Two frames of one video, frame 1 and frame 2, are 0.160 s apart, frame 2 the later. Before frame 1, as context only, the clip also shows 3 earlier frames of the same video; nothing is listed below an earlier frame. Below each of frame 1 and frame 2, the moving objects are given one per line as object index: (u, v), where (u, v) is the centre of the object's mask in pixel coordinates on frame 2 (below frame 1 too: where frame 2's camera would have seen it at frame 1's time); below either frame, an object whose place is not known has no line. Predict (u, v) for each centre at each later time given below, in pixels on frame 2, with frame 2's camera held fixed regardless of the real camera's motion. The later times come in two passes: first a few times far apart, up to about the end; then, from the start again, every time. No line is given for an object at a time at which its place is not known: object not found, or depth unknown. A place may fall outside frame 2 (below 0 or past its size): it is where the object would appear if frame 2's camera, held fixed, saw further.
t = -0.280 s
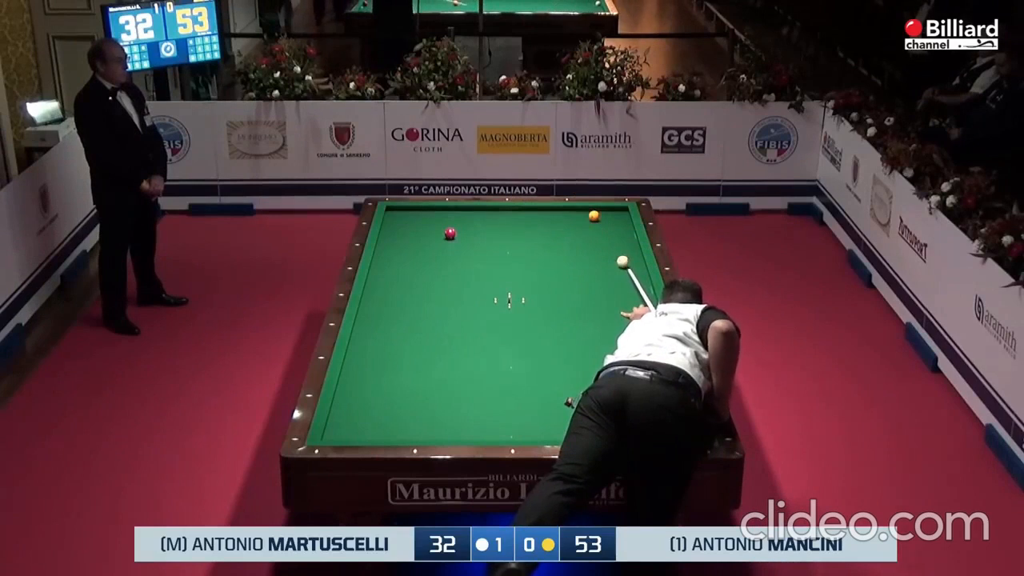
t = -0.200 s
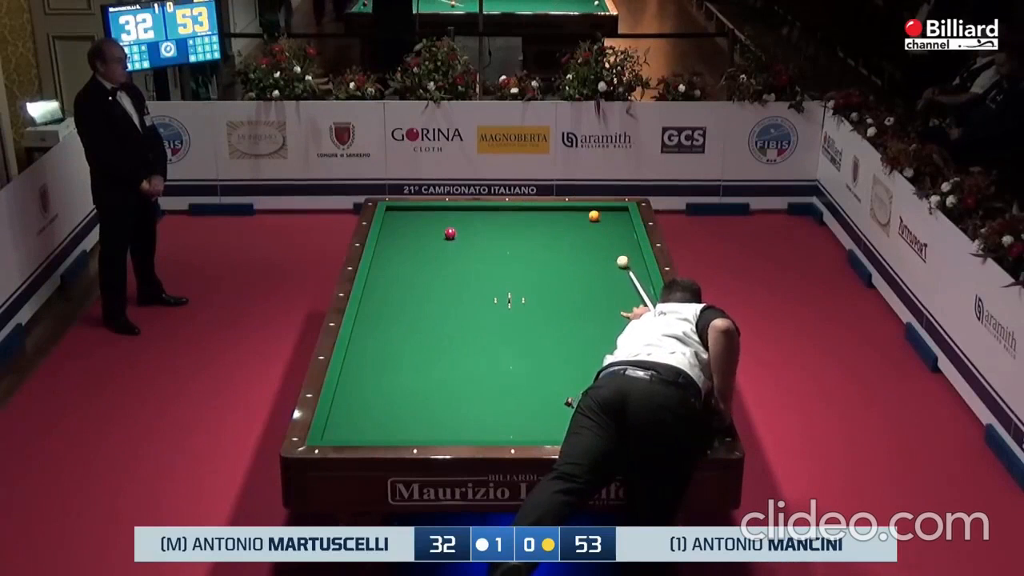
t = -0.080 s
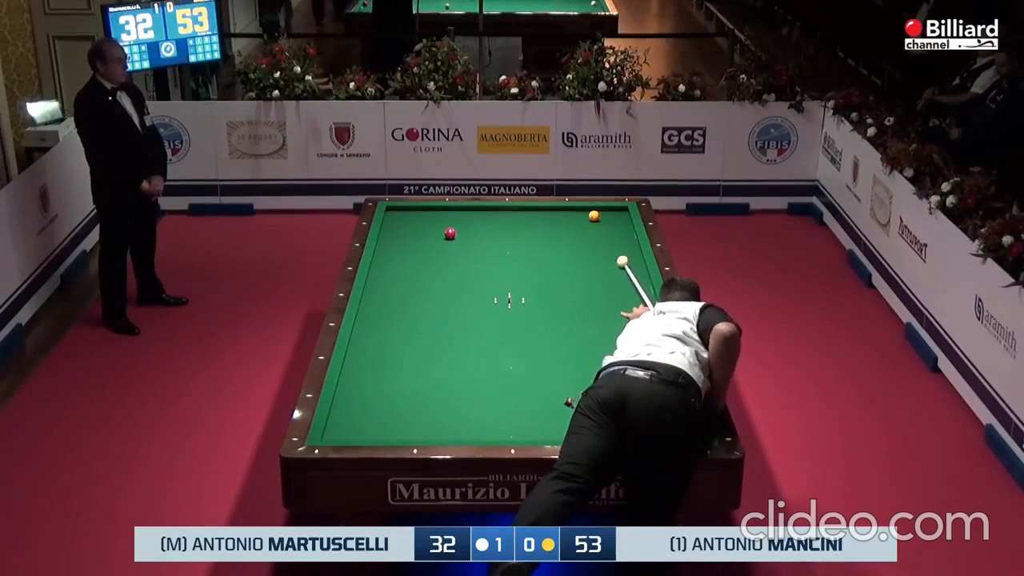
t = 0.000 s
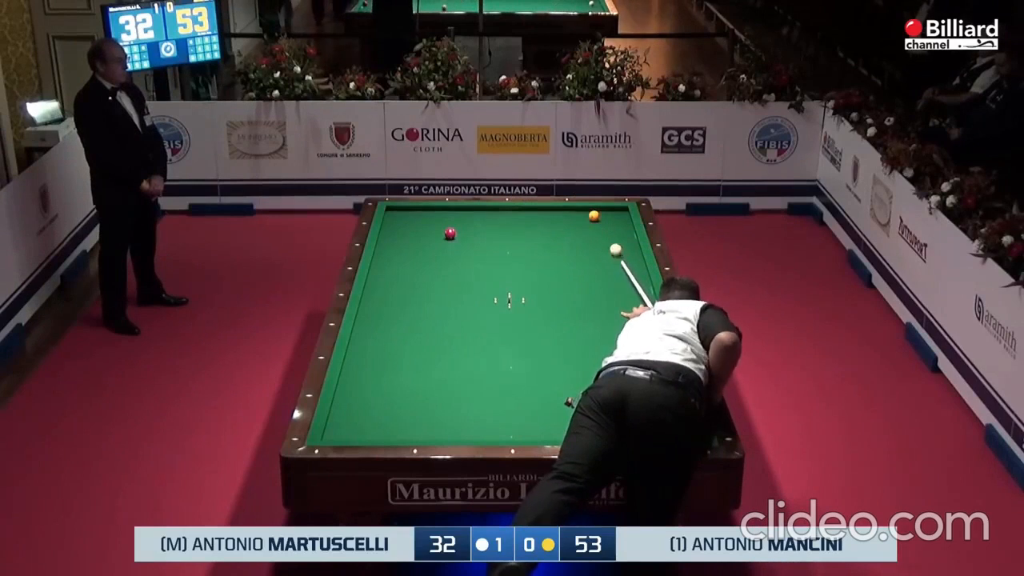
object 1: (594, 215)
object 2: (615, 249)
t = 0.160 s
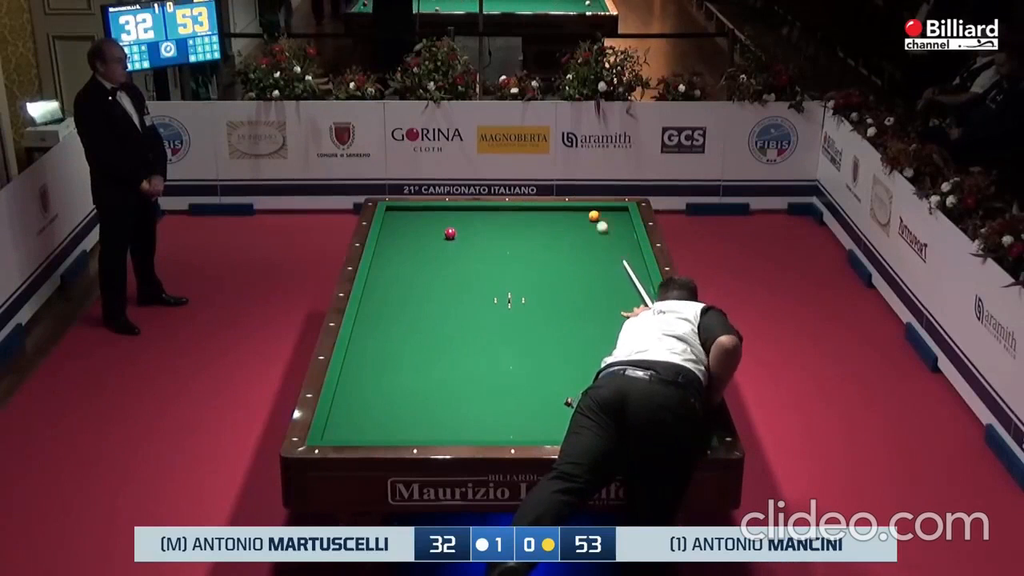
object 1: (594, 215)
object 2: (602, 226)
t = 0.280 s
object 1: (587, 210)
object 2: (600, 218)
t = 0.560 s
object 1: (573, 224)
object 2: (612, 217)
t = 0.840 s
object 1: (562, 242)
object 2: (623, 216)
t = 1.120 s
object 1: (550, 261)
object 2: (620, 216)
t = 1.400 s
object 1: (537, 281)
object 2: (615, 216)
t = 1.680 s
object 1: (522, 303)
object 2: (611, 216)
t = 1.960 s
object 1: (507, 327)
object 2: (607, 216)
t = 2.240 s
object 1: (491, 352)
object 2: (604, 215)
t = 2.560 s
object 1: (471, 384)
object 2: (601, 216)
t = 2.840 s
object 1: (451, 413)
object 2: (598, 216)
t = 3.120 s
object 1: (434, 432)
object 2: (597, 216)
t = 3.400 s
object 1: (431, 415)
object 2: (595, 216)
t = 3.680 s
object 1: (428, 399)
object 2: (595, 215)
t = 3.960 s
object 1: (426, 383)
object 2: (595, 215)
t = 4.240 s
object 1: (423, 369)
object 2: (595, 215)
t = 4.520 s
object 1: (421, 357)
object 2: (595, 216)
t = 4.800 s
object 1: (419, 345)
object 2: (595, 216)
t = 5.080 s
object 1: (417, 333)
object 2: (595, 216)
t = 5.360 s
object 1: (416, 323)
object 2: (595, 216)
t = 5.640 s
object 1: (414, 313)
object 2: (595, 216)
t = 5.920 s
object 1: (413, 305)
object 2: (595, 215)
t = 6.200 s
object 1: (412, 296)
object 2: (595, 216)
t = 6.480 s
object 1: (411, 288)
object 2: (595, 216)
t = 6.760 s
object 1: (409, 281)
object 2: (595, 216)
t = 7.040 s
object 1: (408, 274)
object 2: (595, 216)
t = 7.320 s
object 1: (407, 268)
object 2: (595, 216)
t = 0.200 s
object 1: (593, 214)
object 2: (599, 222)
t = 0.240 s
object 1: (591, 213)
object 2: (598, 219)
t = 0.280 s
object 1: (587, 210)
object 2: (600, 218)
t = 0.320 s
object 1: (583, 208)
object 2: (602, 218)
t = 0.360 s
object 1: (582, 211)
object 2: (604, 218)
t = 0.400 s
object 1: (580, 214)
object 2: (605, 218)
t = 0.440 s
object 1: (578, 217)
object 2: (607, 218)
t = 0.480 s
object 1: (576, 220)
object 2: (609, 217)
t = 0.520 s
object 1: (575, 222)
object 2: (610, 217)
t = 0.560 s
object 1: (573, 224)
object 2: (612, 217)
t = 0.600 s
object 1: (572, 227)
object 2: (614, 217)
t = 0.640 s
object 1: (570, 229)
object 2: (615, 217)
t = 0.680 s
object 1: (569, 232)
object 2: (617, 216)
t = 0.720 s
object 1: (567, 234)
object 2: (619, 216)
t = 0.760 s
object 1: (565, 237)
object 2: (620, 216)
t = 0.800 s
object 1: (564, 239)
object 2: (622, 216)
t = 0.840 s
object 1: (562, 242)
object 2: (623, 216)
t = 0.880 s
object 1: (560, 244)
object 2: (625, 216)
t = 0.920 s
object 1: (559, 247)
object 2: (624, 216)
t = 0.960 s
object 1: (557, 250)
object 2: (623, 216)
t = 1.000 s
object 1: (555, 253)
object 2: (623, 216)
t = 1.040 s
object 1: (554, 255)
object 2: (622, 216)
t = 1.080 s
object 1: (551, 258)
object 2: (621, 216)
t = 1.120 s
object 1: (550, 261)
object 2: (620, 216)
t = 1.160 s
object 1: (548, 264)
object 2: (620, 216)
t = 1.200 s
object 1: (546, 267)
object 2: (619, 216)
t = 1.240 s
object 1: (544, 269)
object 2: (618, 215)
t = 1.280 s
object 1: (542, 273)
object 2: (617, 216)
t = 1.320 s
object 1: (541, 275)
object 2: (617, 215)
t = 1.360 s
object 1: (539, 278)
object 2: (616, 216)
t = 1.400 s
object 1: (537, 281)
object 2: (615, 216)
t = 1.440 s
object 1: (535, 284)
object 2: (615, 216)
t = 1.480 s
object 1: (533, 287)
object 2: (614, 216)
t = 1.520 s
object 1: (531, 290)
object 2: (613, 216)
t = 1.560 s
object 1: (529, 293)
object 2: (613, 216)
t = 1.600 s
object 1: (527, 297)
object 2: (612, 216)
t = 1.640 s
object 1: (525, 300)
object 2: (612, 216)
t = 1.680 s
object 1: (522, 303)
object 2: (611, 216)
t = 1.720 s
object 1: (521, 306)
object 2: (610, 216)
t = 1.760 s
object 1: (518, 310)
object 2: (610, 215)
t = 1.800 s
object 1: (516, 313)
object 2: (609, 216)
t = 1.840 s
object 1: (514, 316)
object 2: (608, 216)
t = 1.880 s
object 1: (512, 320)
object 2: (608, 215)
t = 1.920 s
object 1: (510, 323)
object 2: (608, 216)
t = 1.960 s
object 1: (507, 327)
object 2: (607, 216)
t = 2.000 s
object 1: (505, 330)
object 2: (607, 216)
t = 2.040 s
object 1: (503, 334)
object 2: (606, 216)
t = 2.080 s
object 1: (500, 337)
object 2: (606, 215)
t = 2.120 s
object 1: (498, 341)
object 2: (605, 216)
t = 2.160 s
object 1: (496, 344)
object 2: (605, 215)
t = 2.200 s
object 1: (493, 348)
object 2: (604, 216)
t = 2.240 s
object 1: (491, 352)
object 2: (604, 215)
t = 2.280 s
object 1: (489, 356)
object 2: (603, 215)
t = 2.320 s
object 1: (486, 359)
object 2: (603, 216)
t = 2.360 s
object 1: (483, 364)
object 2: (602, 215)
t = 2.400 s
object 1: (481, 368)
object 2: (602, 216)
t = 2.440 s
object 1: (478, 372)
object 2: (602, 215)
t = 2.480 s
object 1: (476, 376)
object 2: (601, 216)
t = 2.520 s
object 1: (473, 380)
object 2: (601, 216)
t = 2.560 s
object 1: (471, 384)
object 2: (601, 216)
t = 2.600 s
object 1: (468, 388)
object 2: (600, 215)
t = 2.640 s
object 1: (465, 392)
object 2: (600, 215)
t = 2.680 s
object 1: (463, 396)
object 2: (600, 216)
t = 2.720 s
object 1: (460, 400)
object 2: (599, 216)
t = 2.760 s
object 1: (457, 404)
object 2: (599, 216)
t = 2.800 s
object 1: (454, 409)
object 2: (599, 216)
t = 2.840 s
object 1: (451, 413)
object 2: (598, 216)
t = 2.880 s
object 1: (449, 418)
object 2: (598, 216)
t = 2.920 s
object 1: (446, 423)
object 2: (598, 216)
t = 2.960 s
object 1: (442, 427)
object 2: (598, 216)
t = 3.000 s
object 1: (439, 431)
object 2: (597, 216)
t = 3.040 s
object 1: (437, 434)
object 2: (597, 216)
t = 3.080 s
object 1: (434, 435)
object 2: (597, 216)
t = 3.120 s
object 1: (434, 432)
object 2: (597, 216)
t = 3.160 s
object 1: (434, 430)
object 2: (597, 215)
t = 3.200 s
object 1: (433, 428)
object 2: (596, 216)
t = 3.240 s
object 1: (433, 425)
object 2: (596, 216)
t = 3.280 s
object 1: (433, 422)
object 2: (596, 216)
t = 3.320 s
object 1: (432, 420)
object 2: (596, 216)
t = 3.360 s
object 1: (432, 417)
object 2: (596, 216)
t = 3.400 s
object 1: (431, 415)
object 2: (595, 216)
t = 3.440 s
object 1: (431, 413)
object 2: (595, 216)
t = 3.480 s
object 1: (430, 410)
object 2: (595, 216)
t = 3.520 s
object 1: (430, 408)
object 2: (595, 215)
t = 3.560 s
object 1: (430, 406)
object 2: (595, 216)
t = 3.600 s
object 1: (429, 403)
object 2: (595, 215)
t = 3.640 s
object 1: (429, 401)
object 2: (595, 215)
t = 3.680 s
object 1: (428, 399)
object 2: (595, 215)
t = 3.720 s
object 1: (428, 396)
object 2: (595, 215)
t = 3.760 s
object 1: (427, 394)
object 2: (595, 215)
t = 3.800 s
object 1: (427, 392)
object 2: (595, 215)
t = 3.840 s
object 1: (427, 390)
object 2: (595, 216)
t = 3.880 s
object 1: (426, 388)
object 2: (595, 216)
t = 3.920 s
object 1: (426, 386)
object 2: (595, 215)
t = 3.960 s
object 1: (426, 383)
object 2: (595, 215)
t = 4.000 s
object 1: (425, 382)
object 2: (595, 215)
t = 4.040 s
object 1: (425, 380)
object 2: (595, 215)
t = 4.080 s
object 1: (425, 377)
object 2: (595, 215)
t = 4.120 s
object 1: (425, 375)
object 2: (595, 215)
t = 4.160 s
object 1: (424, 373)
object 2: (595, 215)
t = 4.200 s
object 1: (424, 372)
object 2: (595, 215)
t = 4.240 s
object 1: (423, 369)
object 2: (595, 215)
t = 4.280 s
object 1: (423, 368)
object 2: (595, 216)
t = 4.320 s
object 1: (423, 366)
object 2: (595, 216)
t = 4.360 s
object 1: (422, 364)
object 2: (595, 216)
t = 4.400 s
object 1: (422, 362)
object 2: (595, 216)
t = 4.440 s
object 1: (422, 360)
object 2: (595, 216)
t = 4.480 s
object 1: (421, 358)
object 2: (595, 216)
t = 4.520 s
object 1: (421, 357)
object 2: (595, 216)
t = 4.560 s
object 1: (421, 355)
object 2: (595, 216)
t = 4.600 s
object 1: (421, 353)
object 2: (595, 216)
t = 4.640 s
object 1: (420, 351)
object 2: (595, 216)
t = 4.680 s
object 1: (420, 350)
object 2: (595, 216)
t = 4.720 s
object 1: (420, 348)
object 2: (595, 216)
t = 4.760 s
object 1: (420, 346)
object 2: (595, 216)
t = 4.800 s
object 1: (419, 345)
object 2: (595, 216)
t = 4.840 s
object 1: (419, 343)
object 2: (595, 216)
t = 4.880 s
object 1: (418, 341)
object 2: (595, 216)
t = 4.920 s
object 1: (418, 340)
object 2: (595, 216)
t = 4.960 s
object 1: (418, 338)
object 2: (595, 216)
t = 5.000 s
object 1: (418, 336)
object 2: (595, 216)
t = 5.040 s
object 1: (417, 335)
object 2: (595, 216)
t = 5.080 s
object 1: (417, 333)
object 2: (595, 216)
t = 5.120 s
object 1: (417, 332)
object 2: (595, 216)
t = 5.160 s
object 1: (417, 330)
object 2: (595, 216)
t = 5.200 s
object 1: (416, 329)
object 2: (595, 216)
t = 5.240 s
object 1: (416, 327)
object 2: (595, 216)
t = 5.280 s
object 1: (416, 326)
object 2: (595, 216)
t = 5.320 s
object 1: (416, 324)
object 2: (595, 216)
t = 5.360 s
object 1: (416, 323)
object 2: (595, 216)
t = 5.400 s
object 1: (415, 322)
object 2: (595, 216)
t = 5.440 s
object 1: (415, 320)
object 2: (595, 216)
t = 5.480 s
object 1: (415, 319)
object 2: (595, 216)
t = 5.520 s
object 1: (415, 317)
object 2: (595, 216)
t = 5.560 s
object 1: (415, 316)
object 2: (595, 216)
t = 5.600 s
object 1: (414, 315)
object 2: (595, 216)
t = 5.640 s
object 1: (414, 313)
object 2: (595, 216)
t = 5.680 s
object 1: (414, 312)
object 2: (595, 216)
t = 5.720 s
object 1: (414, 311)
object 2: (595, 216)
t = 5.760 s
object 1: (414, 309)
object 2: (595, 216)
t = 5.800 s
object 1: (413, 308)
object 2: (595, 216)
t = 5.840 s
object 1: (413, 307)
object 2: (595, 216)
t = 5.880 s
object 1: (413, 306)
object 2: (595, 216)
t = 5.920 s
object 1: (413, 305)
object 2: (595, 215)
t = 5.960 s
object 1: (413, 303)
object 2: (595, 216)
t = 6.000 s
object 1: (413, 302)
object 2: (595, 216)
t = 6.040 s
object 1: (412, 301)
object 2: (595, 216)
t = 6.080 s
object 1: (412, 300)
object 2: (595, 216)
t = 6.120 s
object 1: (412, 298)
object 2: (595, 216)
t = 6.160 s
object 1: (412, 297)
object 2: (595, 216)
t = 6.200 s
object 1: (412, 296)
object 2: (595, 216)
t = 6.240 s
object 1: (411, 295)
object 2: (595, 216)
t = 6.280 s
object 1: (411, 294)
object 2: (595, 216)
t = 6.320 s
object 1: (411, 293)
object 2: (595, 216)
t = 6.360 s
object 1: (411, 292)
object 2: (595, 216)
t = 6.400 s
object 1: (411, 290)
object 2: (595, 216)
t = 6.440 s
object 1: (411, 289)
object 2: (595, 216)
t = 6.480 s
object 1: (411, 288)
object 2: (595, 216)
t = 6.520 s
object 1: (411, 287)
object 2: (595, 216)
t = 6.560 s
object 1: (410, 286)
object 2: (595, 216)
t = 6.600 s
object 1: (410, 285)
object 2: (595, 216)
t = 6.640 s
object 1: (410, 284)
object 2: (595, 216)
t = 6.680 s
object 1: (410, 283)
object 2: (595, 216)
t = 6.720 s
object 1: (410, 282)
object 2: (595, 216)
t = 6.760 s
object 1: (409, 281)
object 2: (595, 216)
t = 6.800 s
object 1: (409, 280)
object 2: (595, 216)
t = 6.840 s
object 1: (409, 279)
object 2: (595, 216)
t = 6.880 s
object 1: (409, 278)
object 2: (595, 216)
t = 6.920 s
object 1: (409, 277)
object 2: (595, 216)
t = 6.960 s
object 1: (409, 276)
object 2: (595, 216)
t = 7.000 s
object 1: (409, 275)
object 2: (595, 216)
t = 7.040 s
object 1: (408, 274)
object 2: (595, 216)
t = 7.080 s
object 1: (408, 274)
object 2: (595, 216)
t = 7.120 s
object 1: (408, 273)
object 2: (595, 216)
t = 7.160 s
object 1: (408, 272)
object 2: (595, 216)
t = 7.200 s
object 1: (408, 271)
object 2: (595, 216)
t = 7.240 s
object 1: (408, 270)
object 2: (595, 216)
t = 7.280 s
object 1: (407, 269)
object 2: (595, 216)
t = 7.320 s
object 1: (407, 268)
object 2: (595, 216)
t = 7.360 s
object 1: (407, 267)
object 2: (595, 216)
